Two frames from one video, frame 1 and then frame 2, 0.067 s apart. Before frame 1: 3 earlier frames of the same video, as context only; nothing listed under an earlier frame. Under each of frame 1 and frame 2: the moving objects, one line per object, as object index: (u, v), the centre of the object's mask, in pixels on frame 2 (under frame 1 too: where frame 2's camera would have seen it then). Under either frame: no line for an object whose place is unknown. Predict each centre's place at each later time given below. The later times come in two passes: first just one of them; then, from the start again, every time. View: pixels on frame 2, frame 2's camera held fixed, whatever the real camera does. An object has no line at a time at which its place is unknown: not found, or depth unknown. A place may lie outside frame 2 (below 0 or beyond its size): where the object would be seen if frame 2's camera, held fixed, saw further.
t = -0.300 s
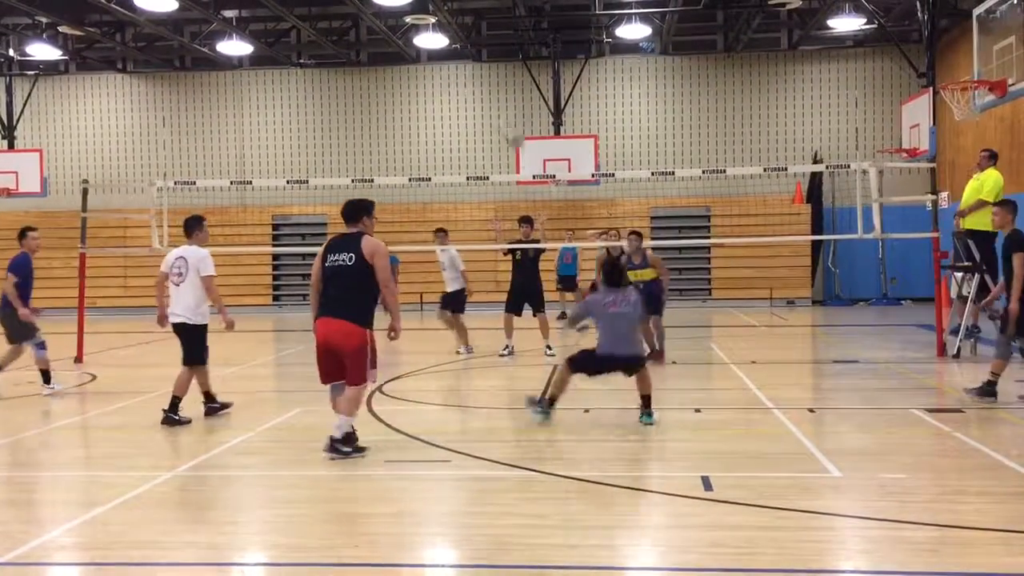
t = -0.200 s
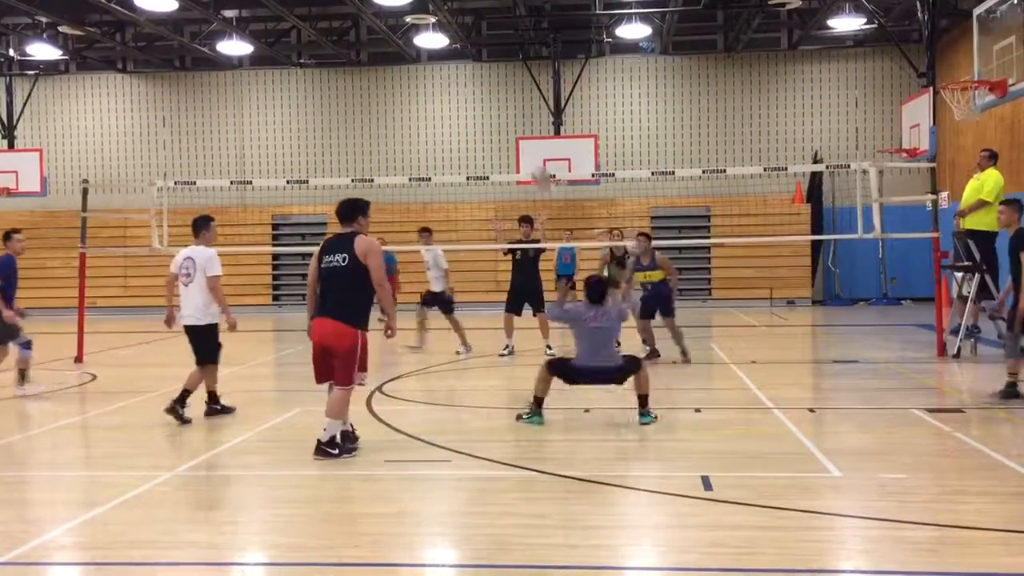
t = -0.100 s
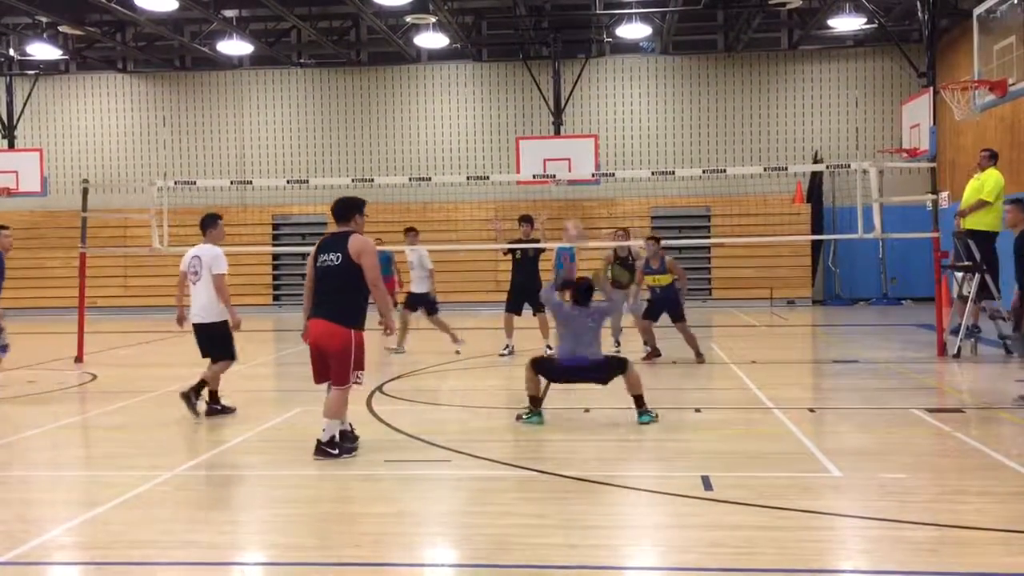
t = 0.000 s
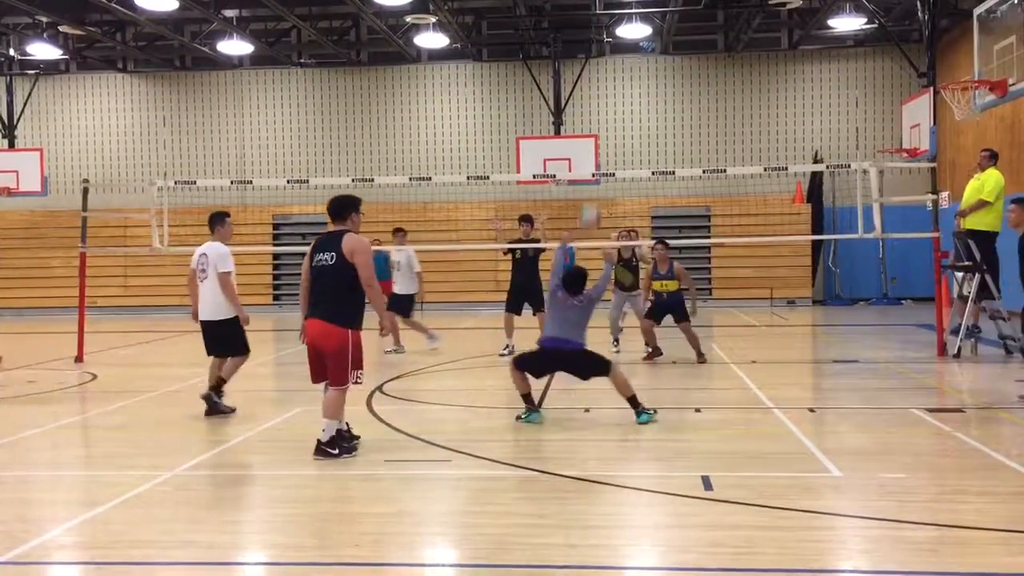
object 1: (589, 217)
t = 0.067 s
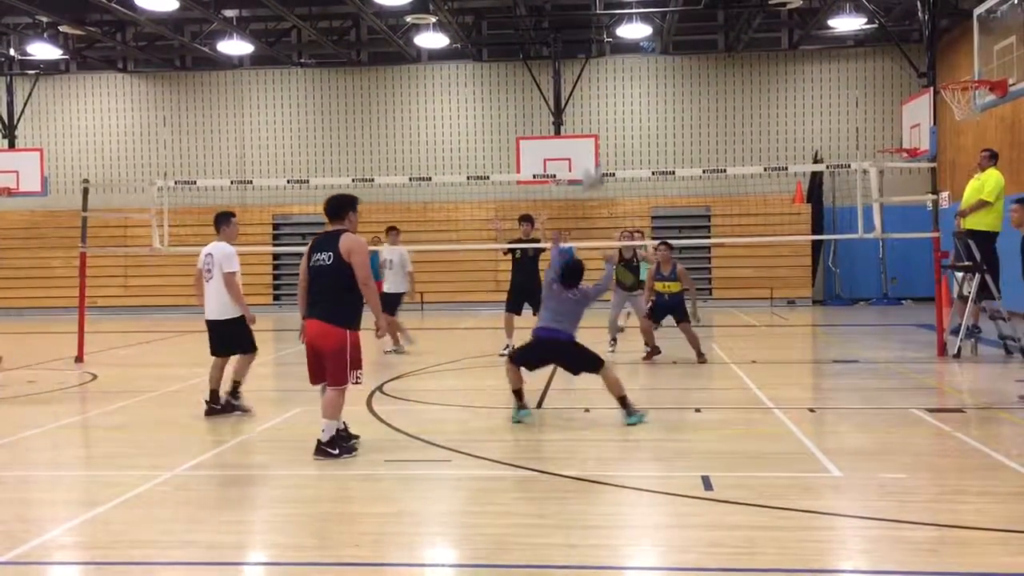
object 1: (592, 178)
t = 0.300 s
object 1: (603, 81)
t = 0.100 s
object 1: (594, 161)
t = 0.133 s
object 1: (596, 144)
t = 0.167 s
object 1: (598, 129)
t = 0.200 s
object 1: (599, 115)
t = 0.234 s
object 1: (601, 104)
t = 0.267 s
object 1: (603, 95)
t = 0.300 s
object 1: (603, 81)
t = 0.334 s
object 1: (603, 76)
